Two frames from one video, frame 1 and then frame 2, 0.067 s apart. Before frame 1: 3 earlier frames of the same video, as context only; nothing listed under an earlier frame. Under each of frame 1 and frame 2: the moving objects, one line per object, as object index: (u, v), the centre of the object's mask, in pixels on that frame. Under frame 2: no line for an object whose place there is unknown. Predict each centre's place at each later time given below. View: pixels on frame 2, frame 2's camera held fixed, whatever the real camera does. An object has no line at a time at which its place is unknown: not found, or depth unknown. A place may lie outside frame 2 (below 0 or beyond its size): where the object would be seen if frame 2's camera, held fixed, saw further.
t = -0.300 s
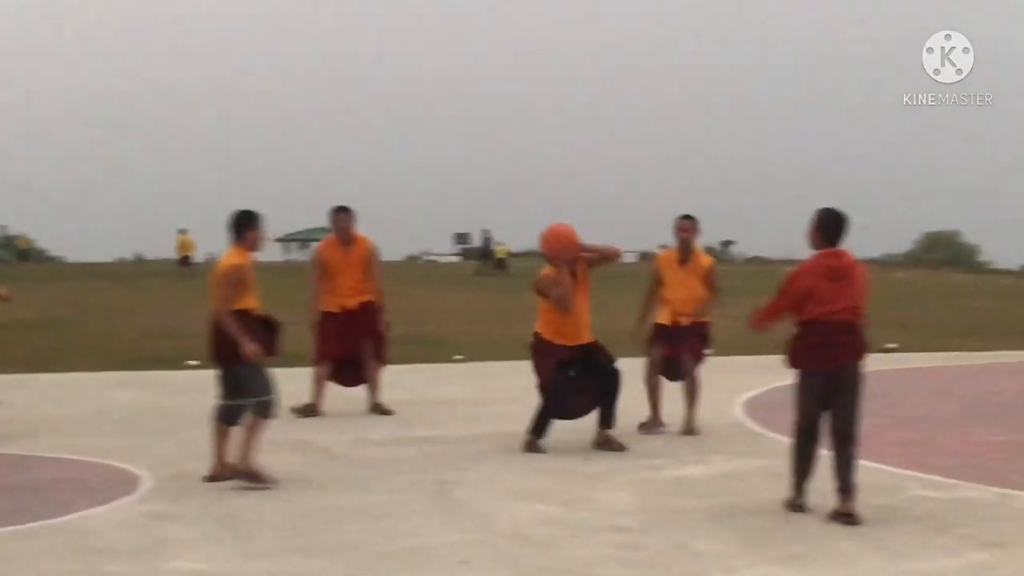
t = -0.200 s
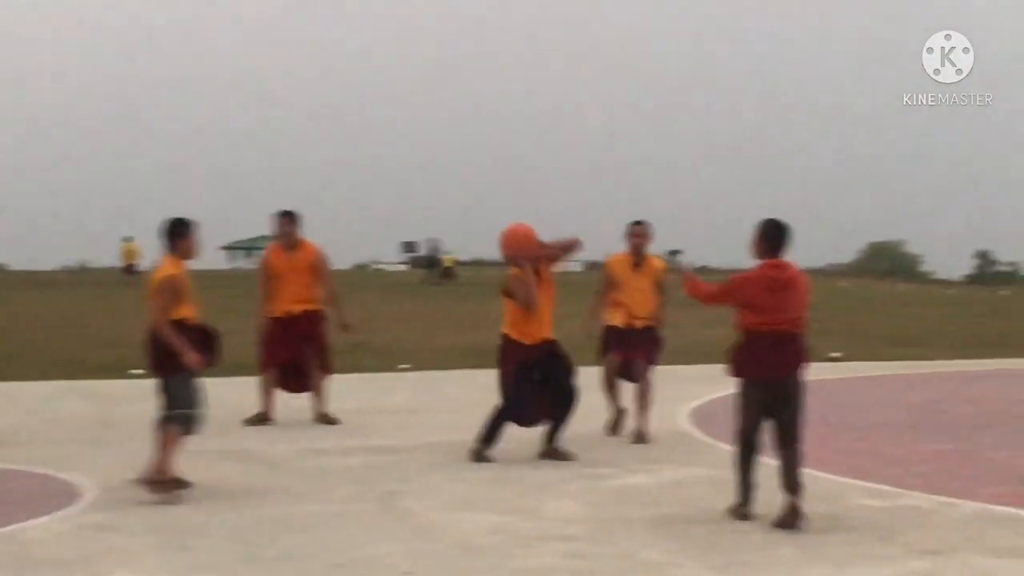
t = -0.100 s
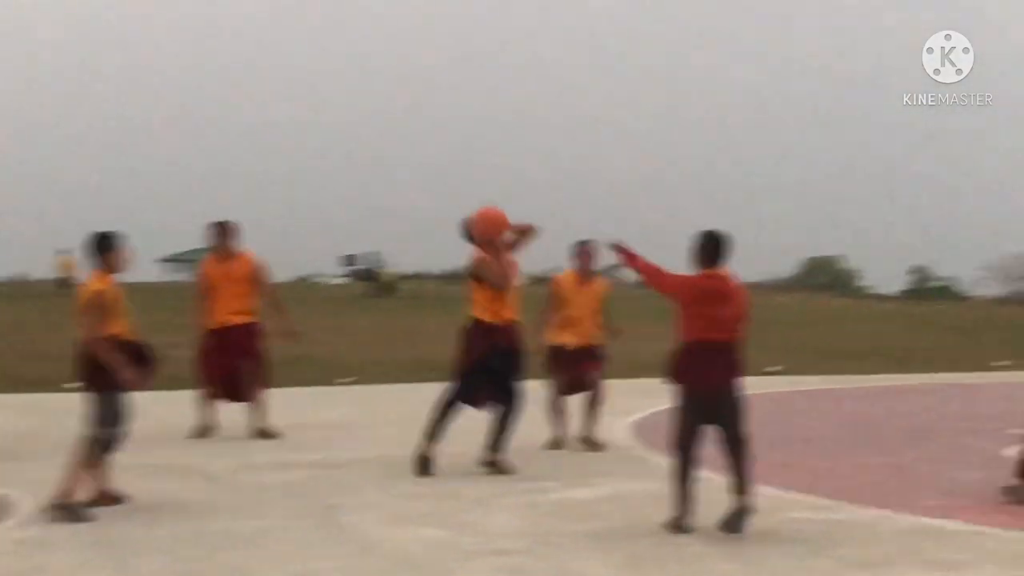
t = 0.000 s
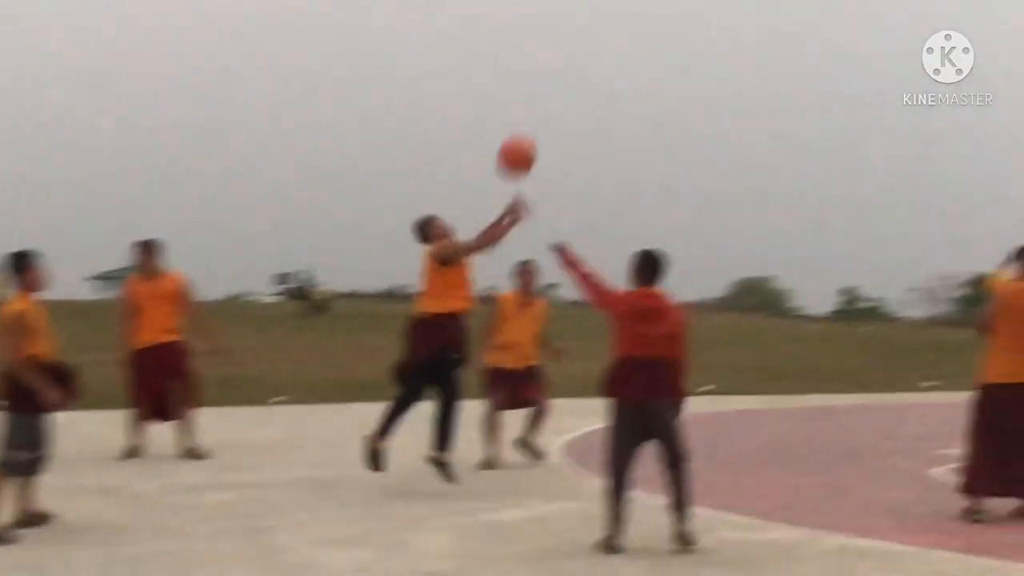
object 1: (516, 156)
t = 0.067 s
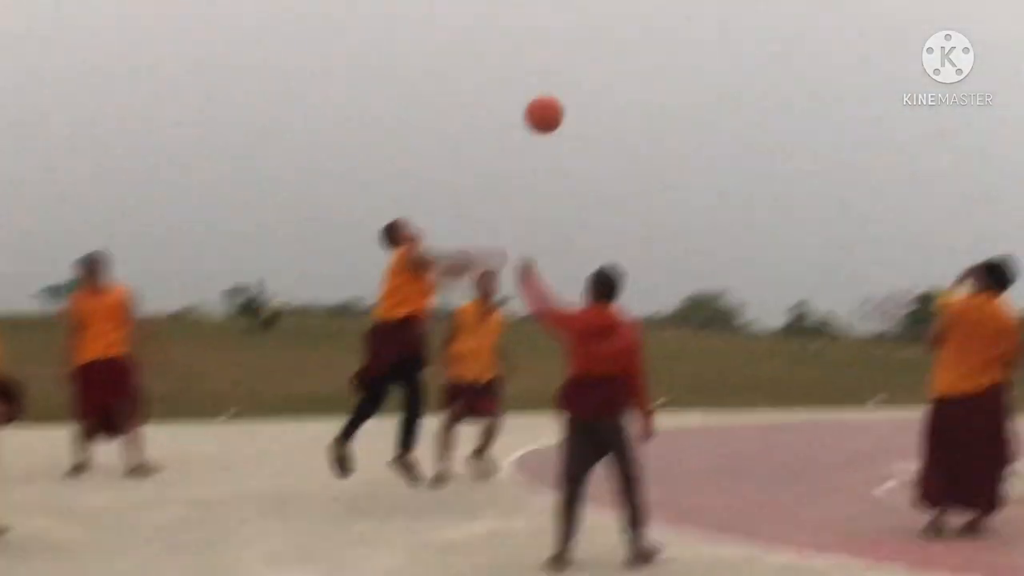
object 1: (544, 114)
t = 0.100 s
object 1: (579, 90)
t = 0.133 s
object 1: (612, 69)
